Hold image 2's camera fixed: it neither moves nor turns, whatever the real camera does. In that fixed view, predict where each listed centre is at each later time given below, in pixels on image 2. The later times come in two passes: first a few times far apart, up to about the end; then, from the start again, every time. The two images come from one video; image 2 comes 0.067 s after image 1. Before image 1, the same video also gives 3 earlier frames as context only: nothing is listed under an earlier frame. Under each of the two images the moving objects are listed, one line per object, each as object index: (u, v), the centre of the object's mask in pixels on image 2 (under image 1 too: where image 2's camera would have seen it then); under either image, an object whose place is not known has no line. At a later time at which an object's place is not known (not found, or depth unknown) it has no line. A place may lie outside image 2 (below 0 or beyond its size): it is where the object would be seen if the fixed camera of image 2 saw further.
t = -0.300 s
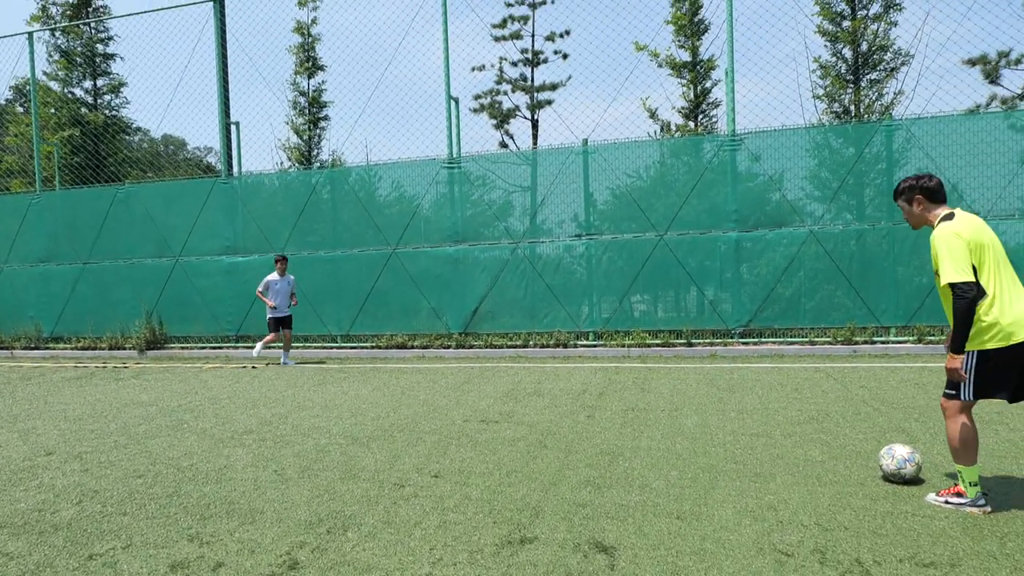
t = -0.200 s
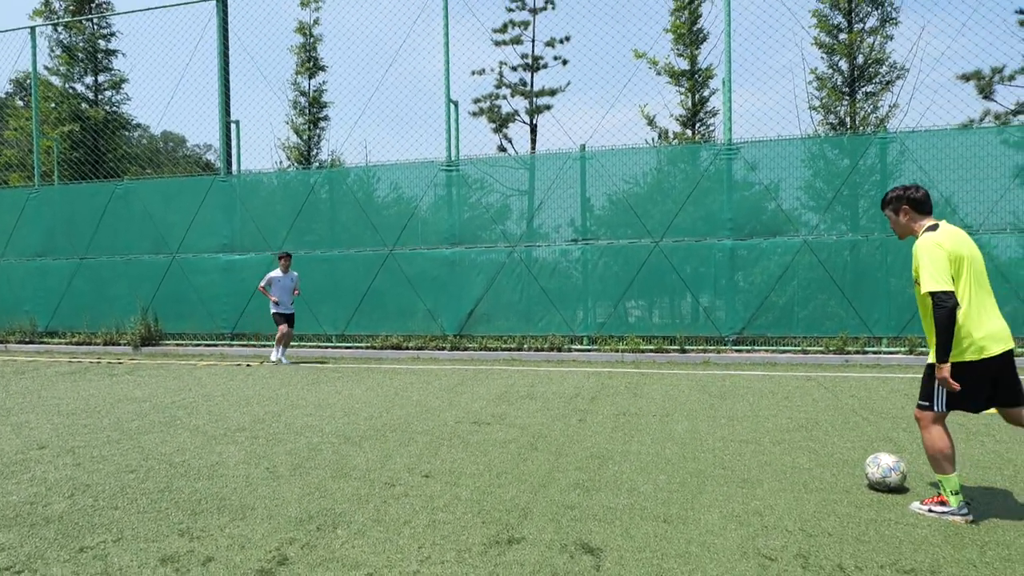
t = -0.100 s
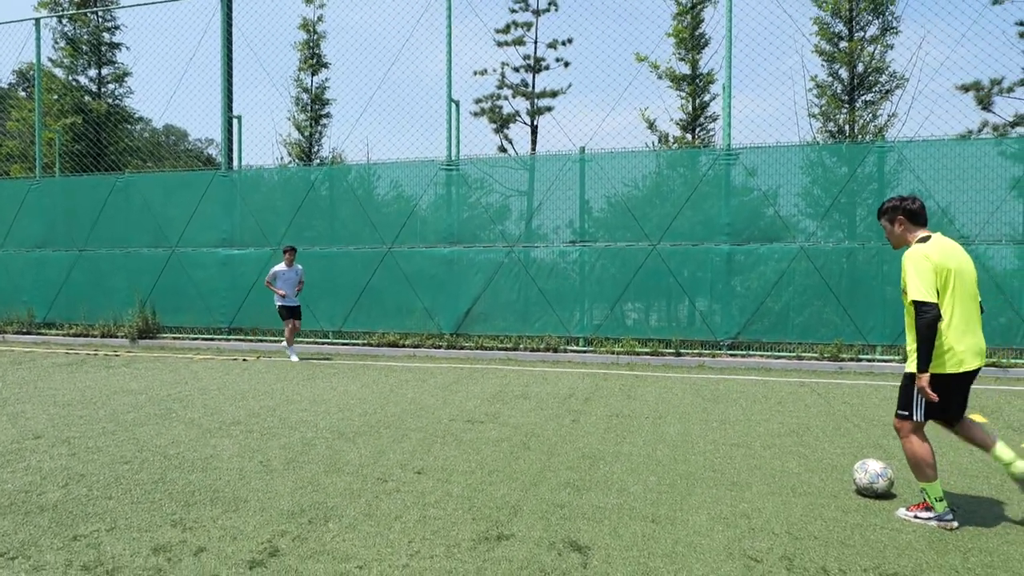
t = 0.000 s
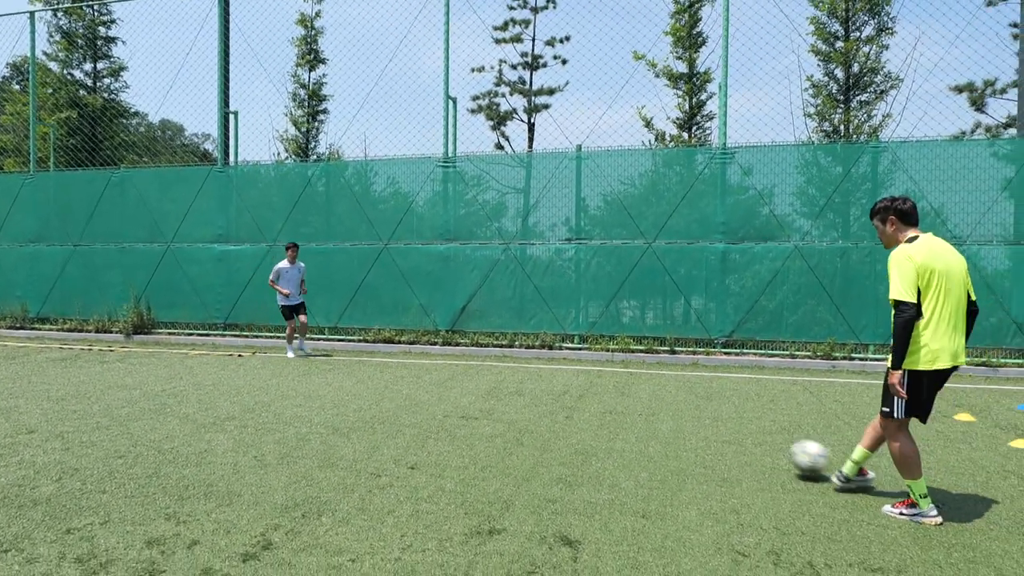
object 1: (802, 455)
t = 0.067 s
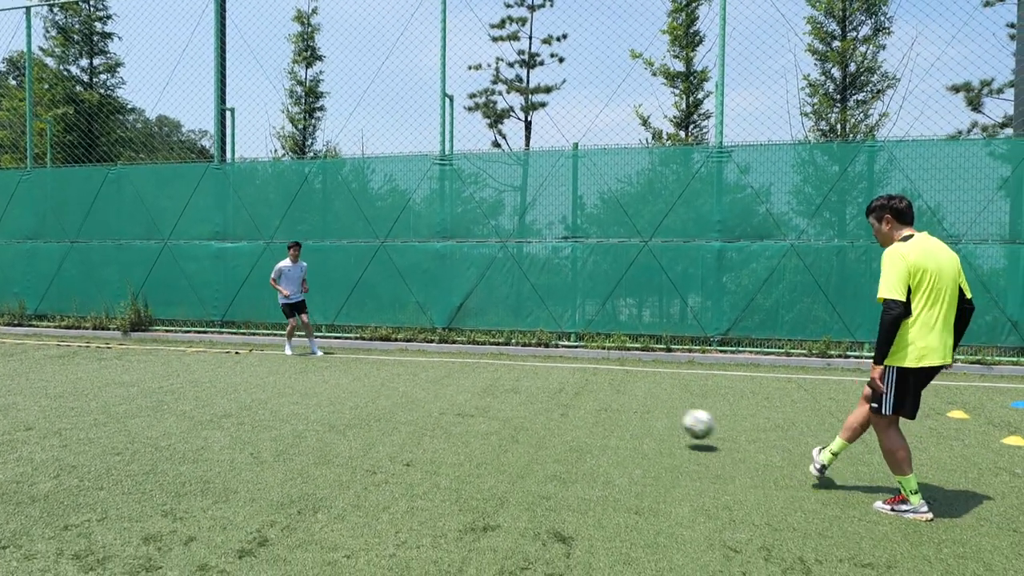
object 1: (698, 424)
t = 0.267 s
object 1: (499, 389)
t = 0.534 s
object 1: (373, 359)
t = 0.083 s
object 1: (676, 418)
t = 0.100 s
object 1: (655, 413)
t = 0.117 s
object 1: (636, 408)
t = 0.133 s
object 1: (617, 405)
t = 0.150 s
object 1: (599, 401)
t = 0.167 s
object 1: (582, 398)
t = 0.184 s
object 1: (566, 396)
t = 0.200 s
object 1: (551, 394)
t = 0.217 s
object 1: (537, 392)
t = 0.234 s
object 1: (524, 391)
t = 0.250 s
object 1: (510, 390)
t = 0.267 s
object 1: (499, 389)
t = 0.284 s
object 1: (488, 386)
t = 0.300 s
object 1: (478, 382)
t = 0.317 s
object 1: (468, 379)
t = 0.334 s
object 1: (460, 376)
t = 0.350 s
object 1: (451, 373)
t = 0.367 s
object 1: (442, 371)
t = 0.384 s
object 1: (434, 369)
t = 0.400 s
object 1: (426, 367)
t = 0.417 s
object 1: (418, 366)
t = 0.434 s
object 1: (411, 364)
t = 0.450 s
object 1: (404, 364)
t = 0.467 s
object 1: (397, 364)
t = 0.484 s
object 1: (390, 363)
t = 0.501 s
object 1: (384, 362)
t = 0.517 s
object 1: (378, 360)
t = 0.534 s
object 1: (373, 359)
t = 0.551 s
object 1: (367, 357)
